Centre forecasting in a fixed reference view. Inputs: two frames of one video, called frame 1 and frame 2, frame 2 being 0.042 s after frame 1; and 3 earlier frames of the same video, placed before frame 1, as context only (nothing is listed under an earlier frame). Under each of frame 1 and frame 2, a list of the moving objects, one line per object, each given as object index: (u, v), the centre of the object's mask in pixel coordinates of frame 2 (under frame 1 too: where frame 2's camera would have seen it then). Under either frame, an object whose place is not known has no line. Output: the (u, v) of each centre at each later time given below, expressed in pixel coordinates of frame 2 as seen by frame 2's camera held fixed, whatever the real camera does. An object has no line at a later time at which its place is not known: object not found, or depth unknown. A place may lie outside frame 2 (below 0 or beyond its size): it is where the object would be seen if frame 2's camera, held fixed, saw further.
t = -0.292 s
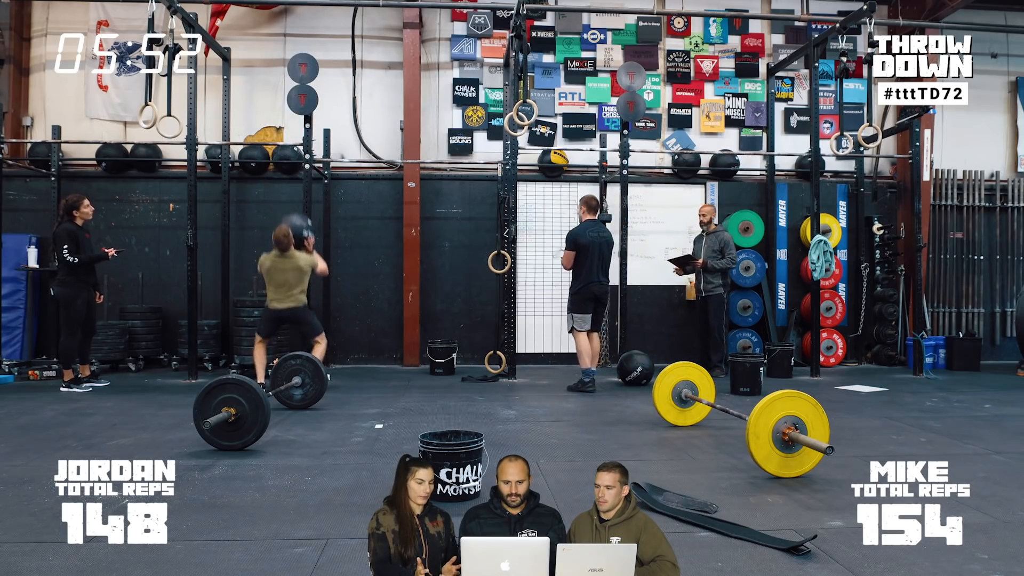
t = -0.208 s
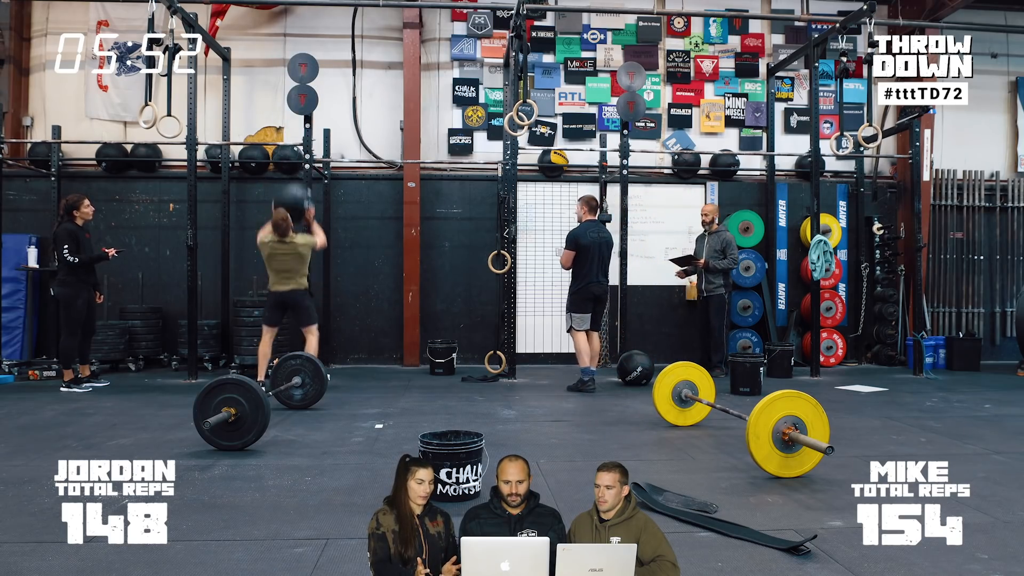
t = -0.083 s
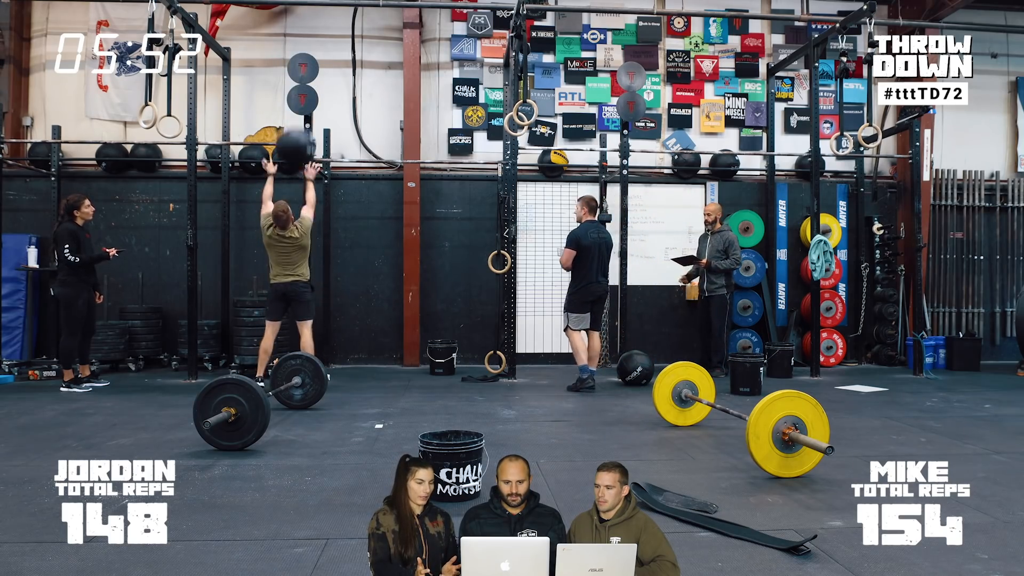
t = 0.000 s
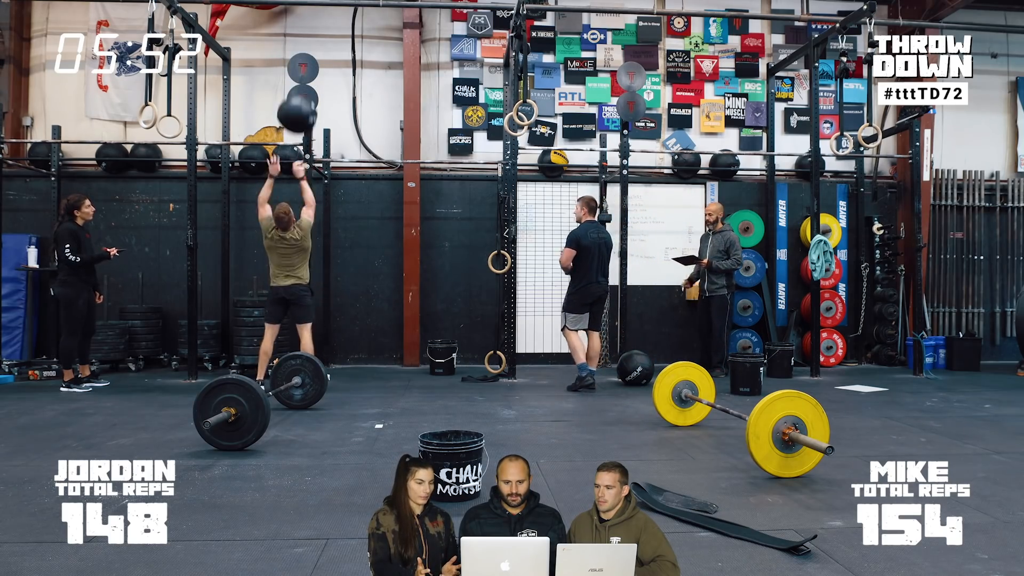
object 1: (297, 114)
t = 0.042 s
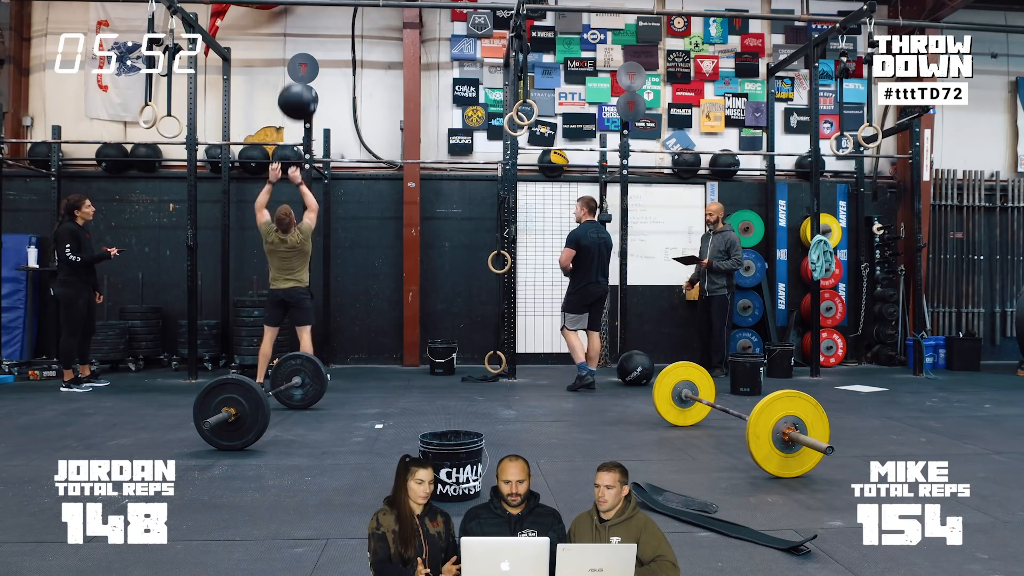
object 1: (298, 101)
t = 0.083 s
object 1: (298, 89)
